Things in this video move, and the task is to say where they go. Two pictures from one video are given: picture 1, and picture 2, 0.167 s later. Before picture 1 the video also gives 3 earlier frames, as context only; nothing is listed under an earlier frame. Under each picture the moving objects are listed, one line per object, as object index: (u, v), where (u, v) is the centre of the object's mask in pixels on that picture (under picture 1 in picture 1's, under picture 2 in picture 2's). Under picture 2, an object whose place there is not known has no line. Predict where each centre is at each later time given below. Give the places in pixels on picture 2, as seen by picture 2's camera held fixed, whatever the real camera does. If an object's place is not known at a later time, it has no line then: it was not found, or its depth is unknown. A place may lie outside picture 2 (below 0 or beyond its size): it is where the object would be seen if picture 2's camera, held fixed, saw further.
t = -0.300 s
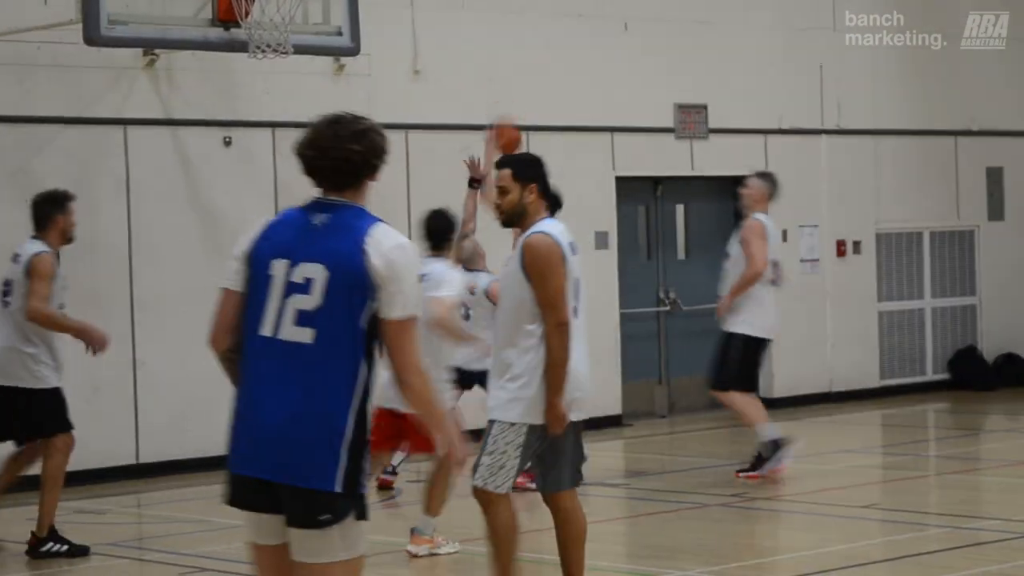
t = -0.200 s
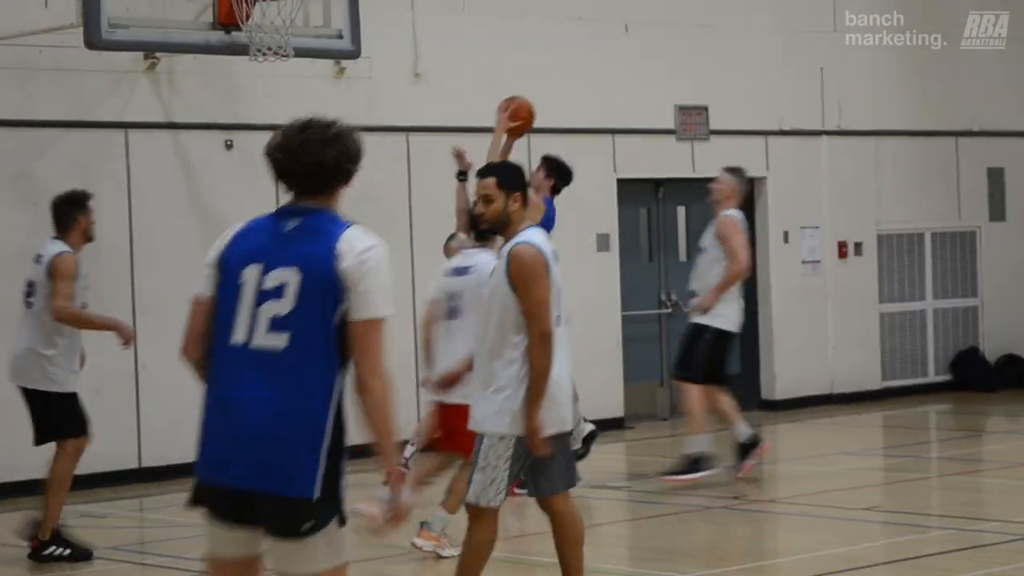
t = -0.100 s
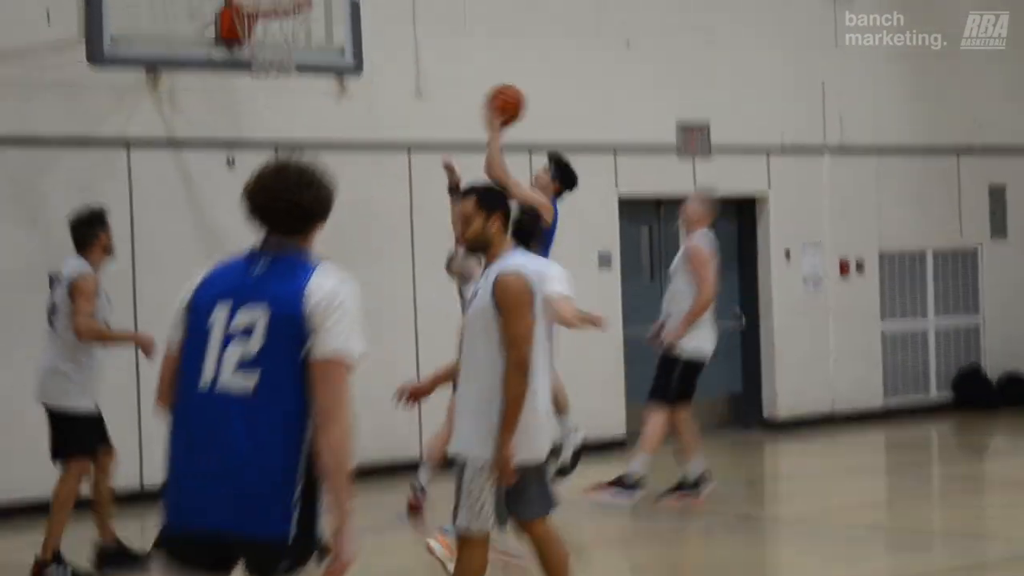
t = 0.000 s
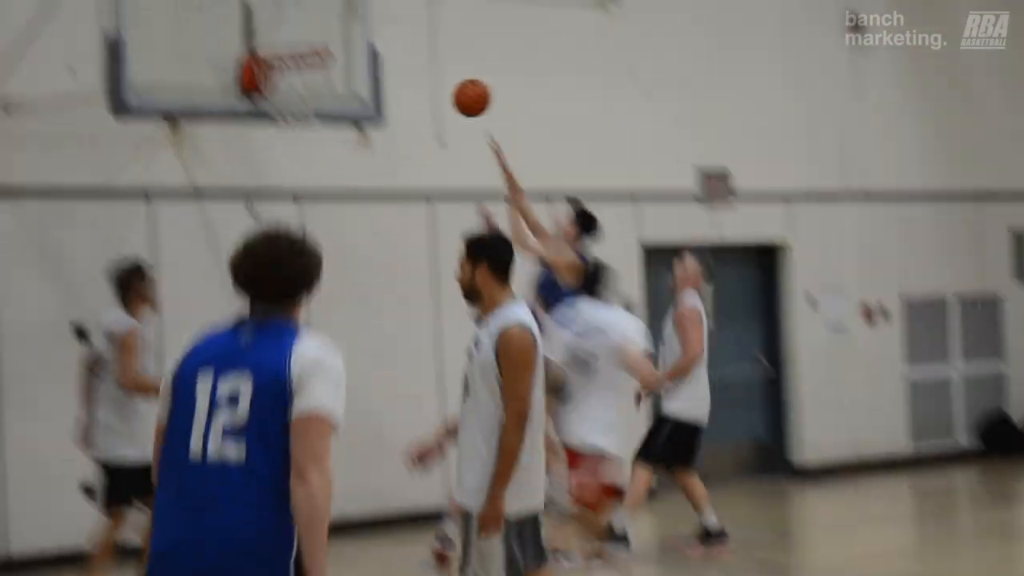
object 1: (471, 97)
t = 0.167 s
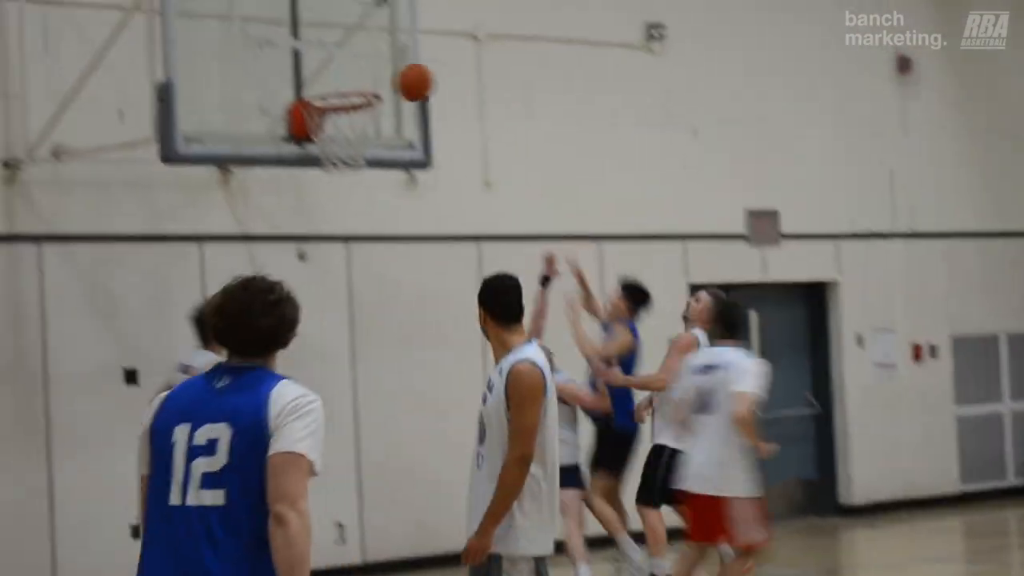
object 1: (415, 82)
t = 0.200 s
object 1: (393, 75)
